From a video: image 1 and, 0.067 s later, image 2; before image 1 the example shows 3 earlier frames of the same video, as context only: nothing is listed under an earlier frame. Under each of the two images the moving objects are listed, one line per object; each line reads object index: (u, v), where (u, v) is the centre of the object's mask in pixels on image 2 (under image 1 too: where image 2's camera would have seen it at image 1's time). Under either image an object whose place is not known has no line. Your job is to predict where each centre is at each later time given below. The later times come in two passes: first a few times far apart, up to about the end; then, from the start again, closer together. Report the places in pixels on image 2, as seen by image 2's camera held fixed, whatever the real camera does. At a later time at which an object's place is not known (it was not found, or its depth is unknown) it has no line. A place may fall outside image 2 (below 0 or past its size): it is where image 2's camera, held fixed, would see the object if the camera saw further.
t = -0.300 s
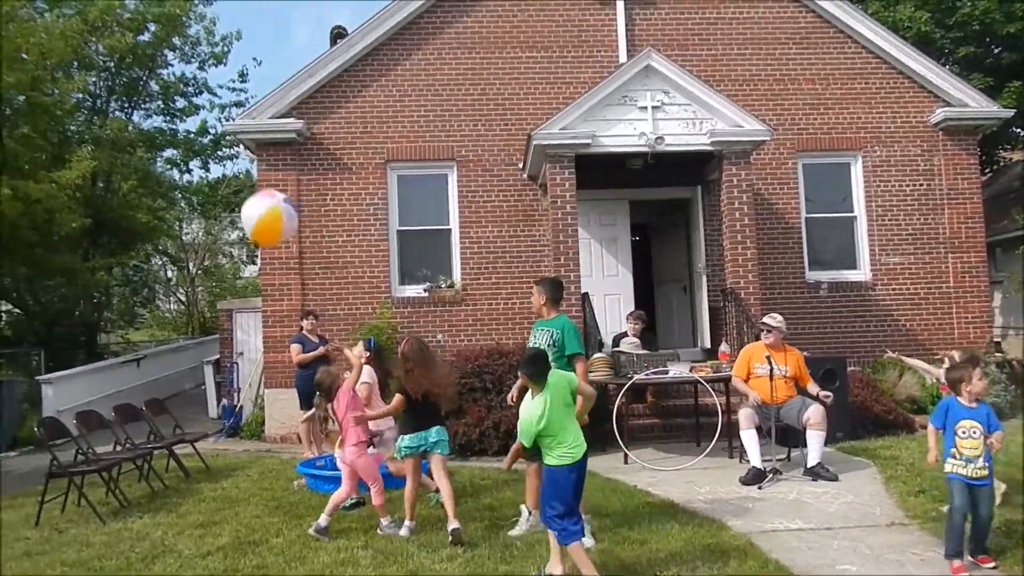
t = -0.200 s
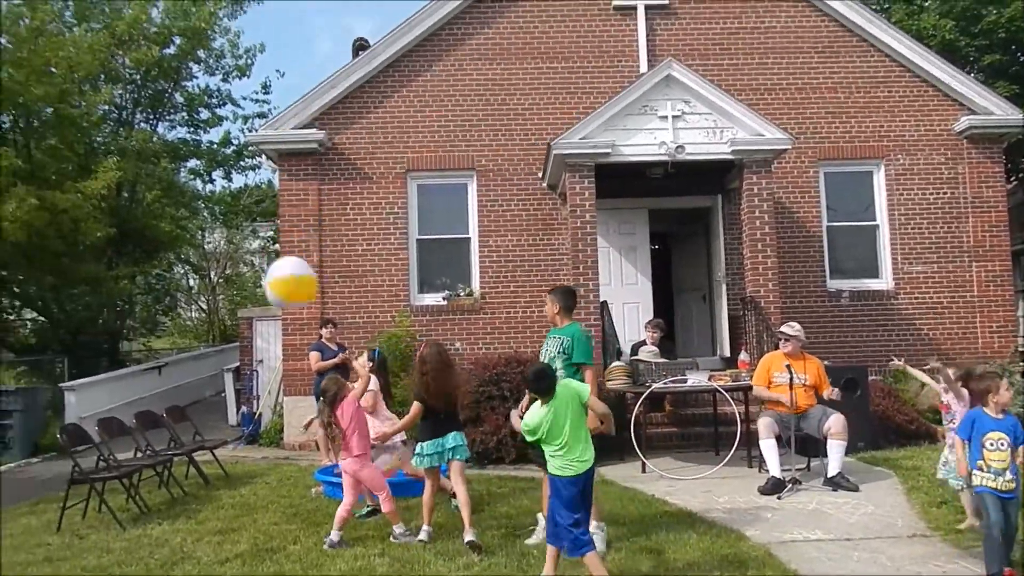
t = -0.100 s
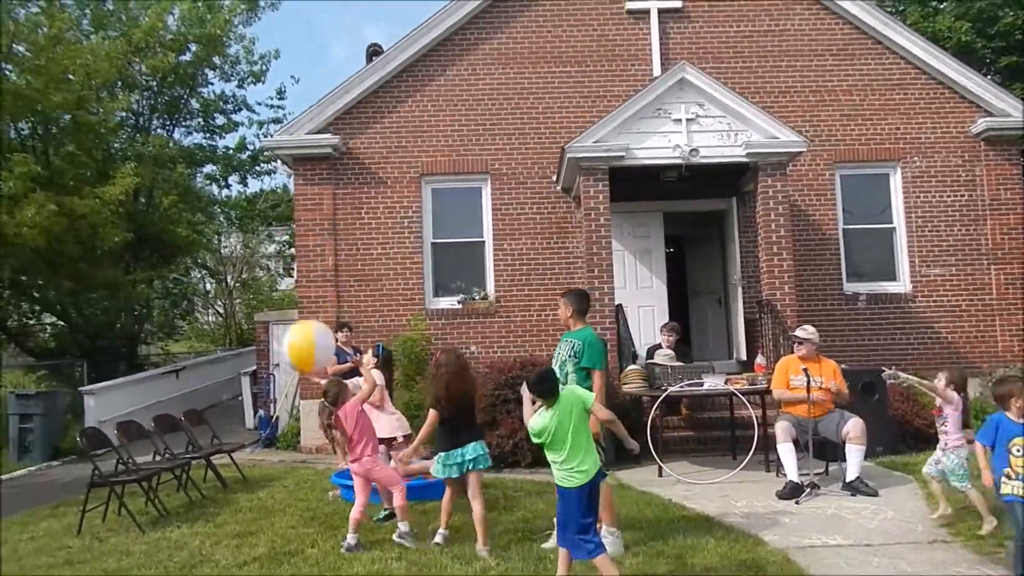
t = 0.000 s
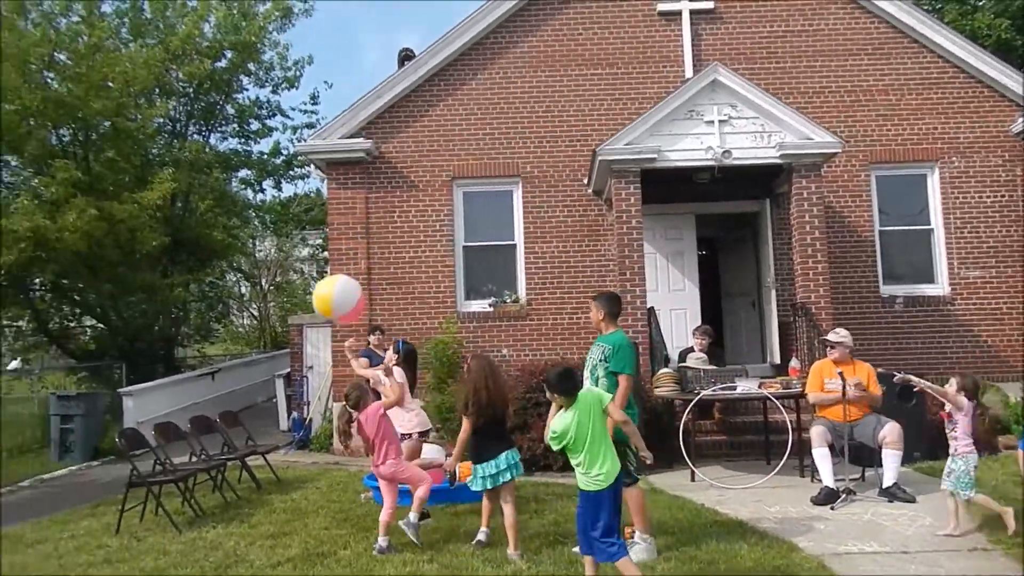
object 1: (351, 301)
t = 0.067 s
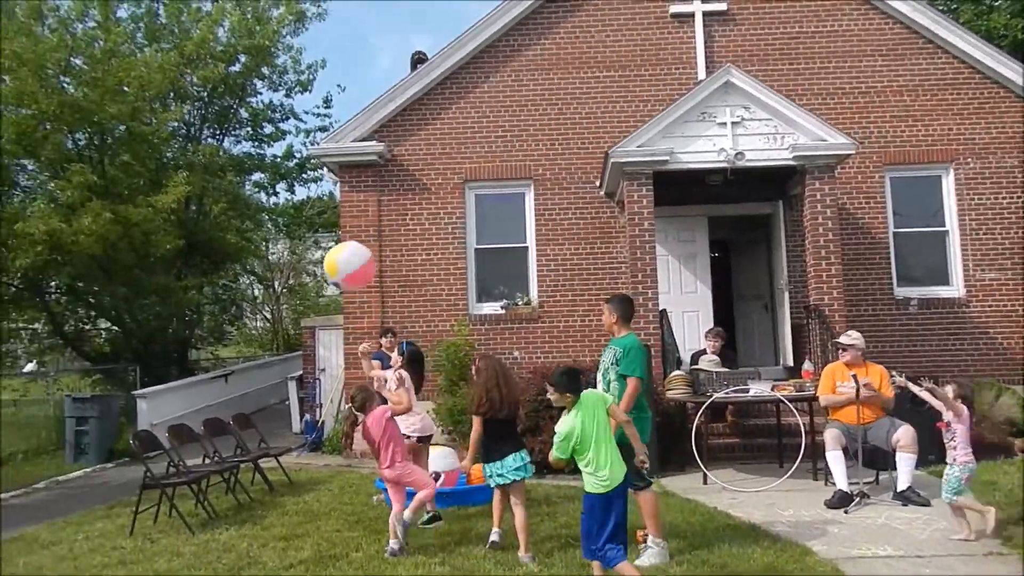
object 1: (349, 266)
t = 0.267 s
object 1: (346, 186)
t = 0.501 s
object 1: (341, 144)
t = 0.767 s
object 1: (339, 150)
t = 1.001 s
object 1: (335, 197)
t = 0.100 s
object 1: (349, 249)
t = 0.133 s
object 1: (348, 235)
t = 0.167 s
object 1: (347, 220)
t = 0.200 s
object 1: (347, 208)
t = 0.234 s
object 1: (346, 197)
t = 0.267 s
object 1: (346, 186)
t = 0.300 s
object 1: (344, 177)
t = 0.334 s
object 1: (343, 169)
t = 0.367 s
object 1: (342, 162)
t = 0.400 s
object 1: (341, 155)
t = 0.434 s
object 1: (341, 151)
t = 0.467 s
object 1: (341, 147)
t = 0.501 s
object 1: (341, 144)
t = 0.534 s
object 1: (341, 142)
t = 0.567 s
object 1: (340, 140)
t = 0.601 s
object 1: (339, 140)
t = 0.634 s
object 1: (340, 140)
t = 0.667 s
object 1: (339, 141)
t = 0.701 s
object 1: (338, 143)
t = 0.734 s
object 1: (339, 146)
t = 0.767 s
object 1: (339, 150)
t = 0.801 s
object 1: (338, 155)
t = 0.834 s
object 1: (338, 160)
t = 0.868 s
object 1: (337, 165)
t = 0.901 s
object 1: (337, 173)
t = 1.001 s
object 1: (335, 197)
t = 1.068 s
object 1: (334, 216)
